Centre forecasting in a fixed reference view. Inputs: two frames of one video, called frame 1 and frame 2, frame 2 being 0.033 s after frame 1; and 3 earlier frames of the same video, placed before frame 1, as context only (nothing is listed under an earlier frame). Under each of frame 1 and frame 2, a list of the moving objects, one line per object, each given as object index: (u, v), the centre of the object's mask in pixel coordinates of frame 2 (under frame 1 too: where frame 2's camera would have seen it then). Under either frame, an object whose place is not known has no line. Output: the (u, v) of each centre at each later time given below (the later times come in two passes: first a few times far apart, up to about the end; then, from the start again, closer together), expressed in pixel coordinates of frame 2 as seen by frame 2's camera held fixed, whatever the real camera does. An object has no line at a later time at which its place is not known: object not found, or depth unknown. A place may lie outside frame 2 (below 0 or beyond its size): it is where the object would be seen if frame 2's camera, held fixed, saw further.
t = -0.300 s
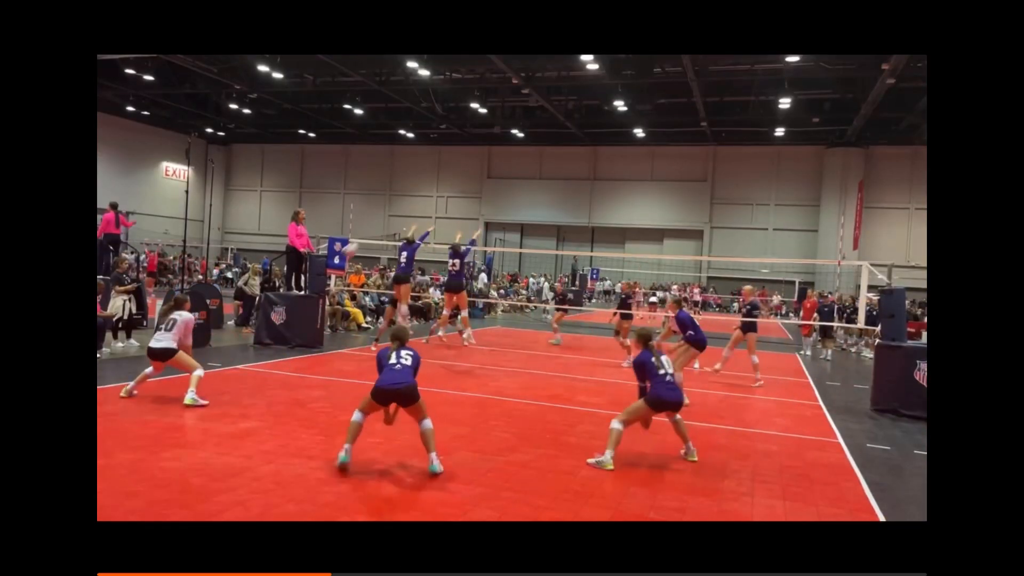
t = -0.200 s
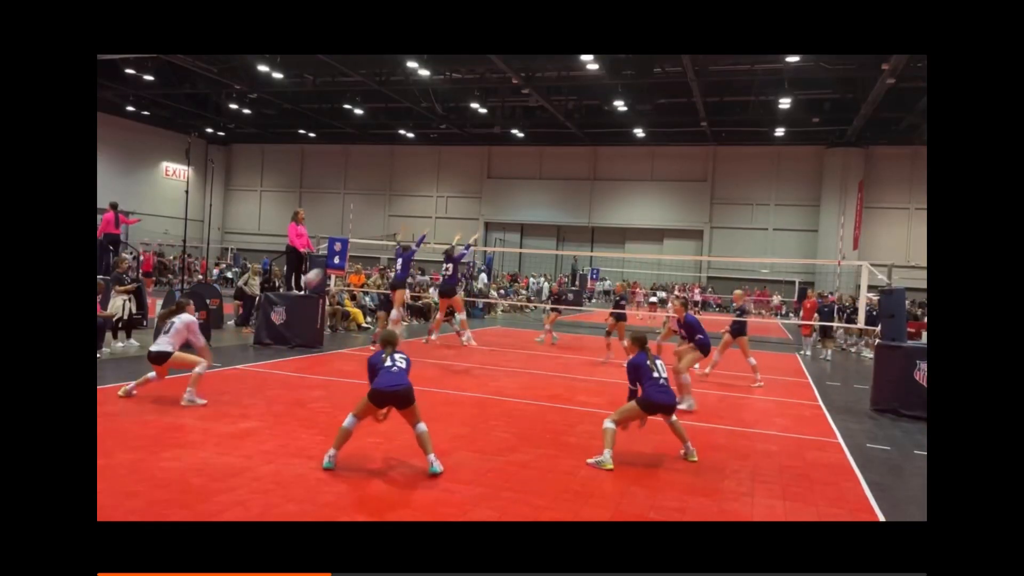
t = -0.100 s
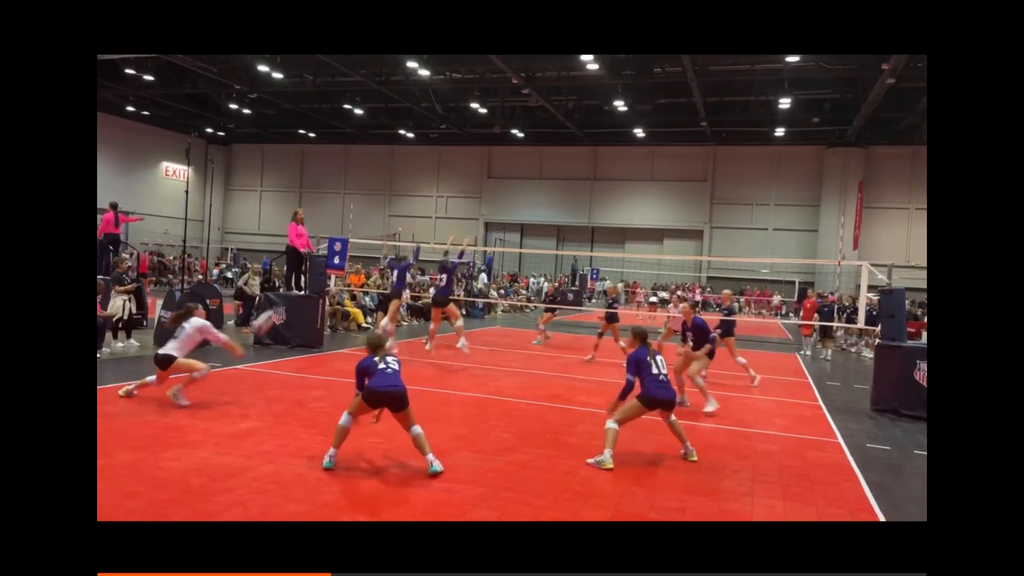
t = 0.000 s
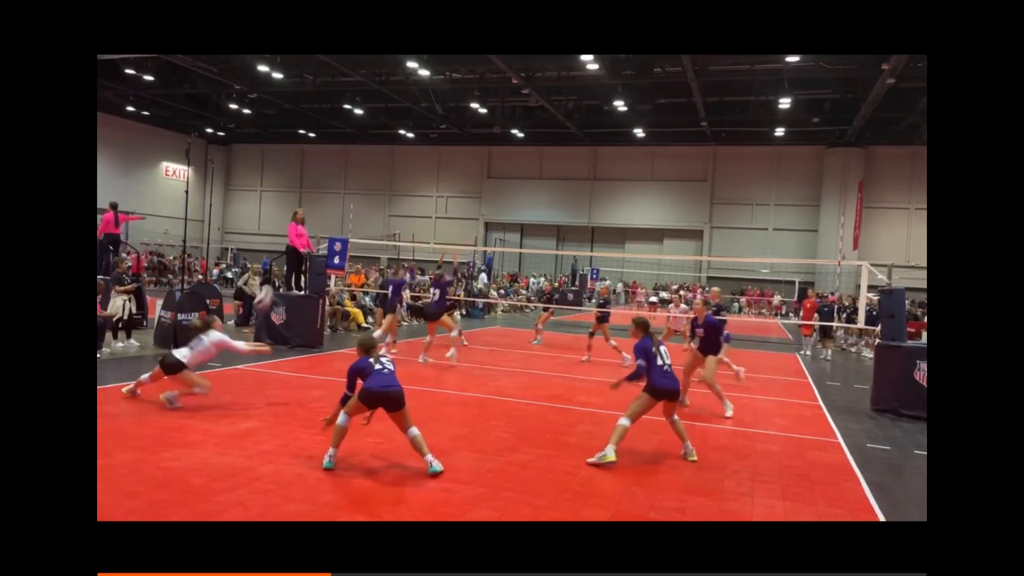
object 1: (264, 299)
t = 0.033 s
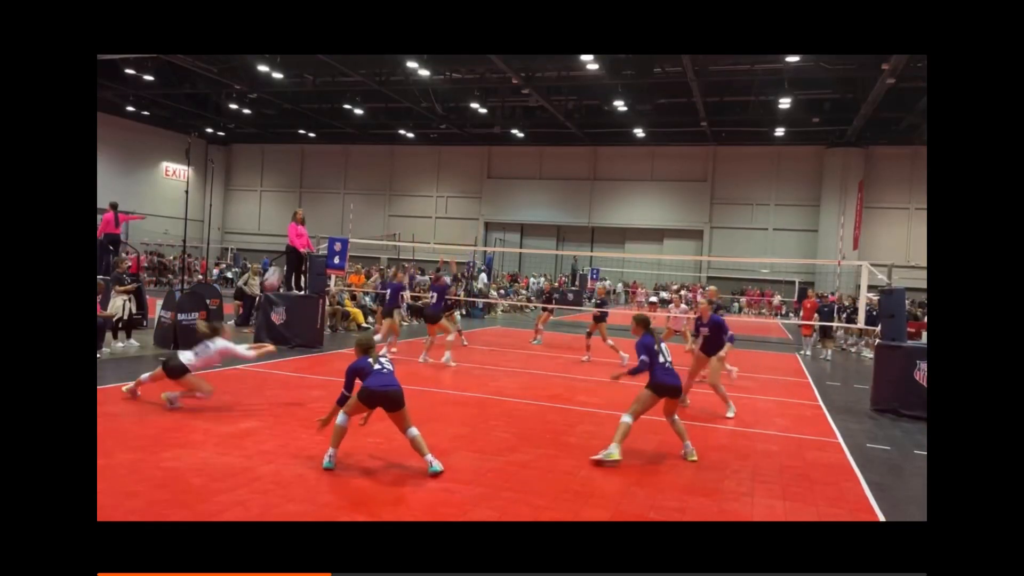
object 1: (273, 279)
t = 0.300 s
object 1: (329, 165)
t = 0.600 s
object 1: (381, 106)
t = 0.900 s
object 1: (425, 113)
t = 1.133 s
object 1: (455, 162)
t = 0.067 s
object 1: (280, 263)
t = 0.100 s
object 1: (287, 246)
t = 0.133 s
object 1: (295, 225)
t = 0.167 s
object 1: (303, 210)
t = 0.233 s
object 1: (317, 187)
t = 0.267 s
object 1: (323, 176)
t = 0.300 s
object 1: (329, 165)
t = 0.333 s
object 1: (336, 155)
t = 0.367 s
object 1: (342, 146)
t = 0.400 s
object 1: (348, 137)
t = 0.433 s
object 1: (354, 130)
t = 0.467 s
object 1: (360, 124)
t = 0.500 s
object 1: (366, 118)
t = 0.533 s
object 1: (371, 113)
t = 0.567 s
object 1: (376, 109)
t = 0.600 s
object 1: (381, 106)
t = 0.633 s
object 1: (387, 104)
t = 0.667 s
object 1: (392, 102)
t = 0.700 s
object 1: (397, 101)
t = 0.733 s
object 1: (402, 102)
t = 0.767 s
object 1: (407, 102)
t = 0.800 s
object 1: (411, 104)
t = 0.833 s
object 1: (416, 106)
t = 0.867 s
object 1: (421, 110)
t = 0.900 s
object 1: (425, 113)
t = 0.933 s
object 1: (430, 118)
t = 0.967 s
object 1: (434, 124)
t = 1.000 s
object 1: (438, 130)
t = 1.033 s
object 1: (443, 136)
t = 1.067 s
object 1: (447, 144)
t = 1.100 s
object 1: (451, 152)
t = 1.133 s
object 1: (455, 162)
